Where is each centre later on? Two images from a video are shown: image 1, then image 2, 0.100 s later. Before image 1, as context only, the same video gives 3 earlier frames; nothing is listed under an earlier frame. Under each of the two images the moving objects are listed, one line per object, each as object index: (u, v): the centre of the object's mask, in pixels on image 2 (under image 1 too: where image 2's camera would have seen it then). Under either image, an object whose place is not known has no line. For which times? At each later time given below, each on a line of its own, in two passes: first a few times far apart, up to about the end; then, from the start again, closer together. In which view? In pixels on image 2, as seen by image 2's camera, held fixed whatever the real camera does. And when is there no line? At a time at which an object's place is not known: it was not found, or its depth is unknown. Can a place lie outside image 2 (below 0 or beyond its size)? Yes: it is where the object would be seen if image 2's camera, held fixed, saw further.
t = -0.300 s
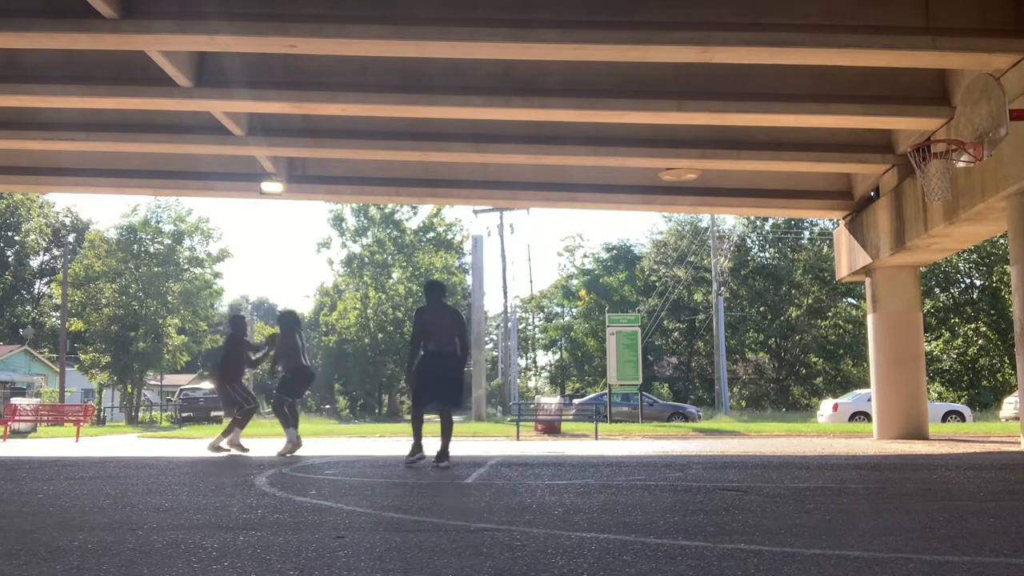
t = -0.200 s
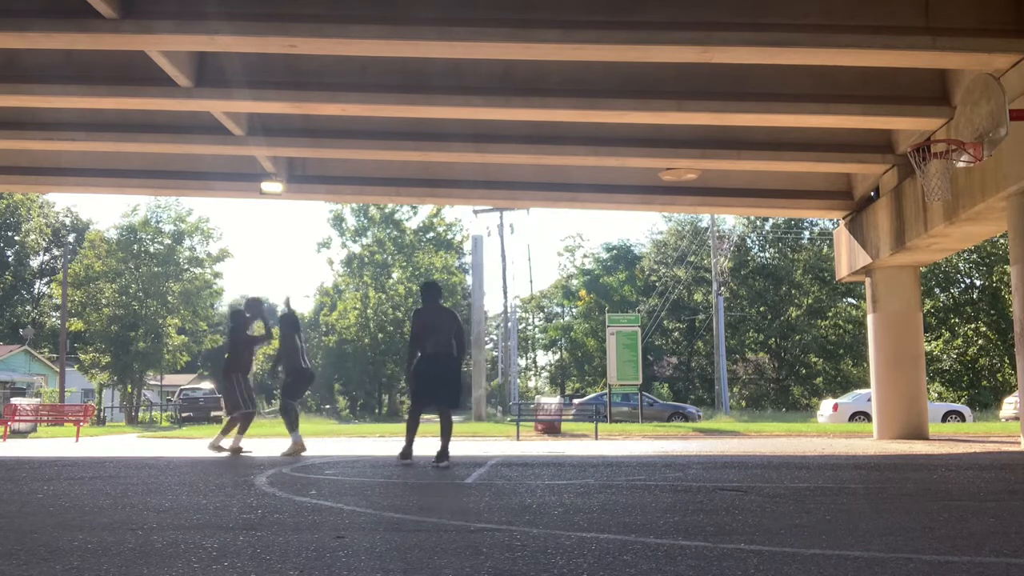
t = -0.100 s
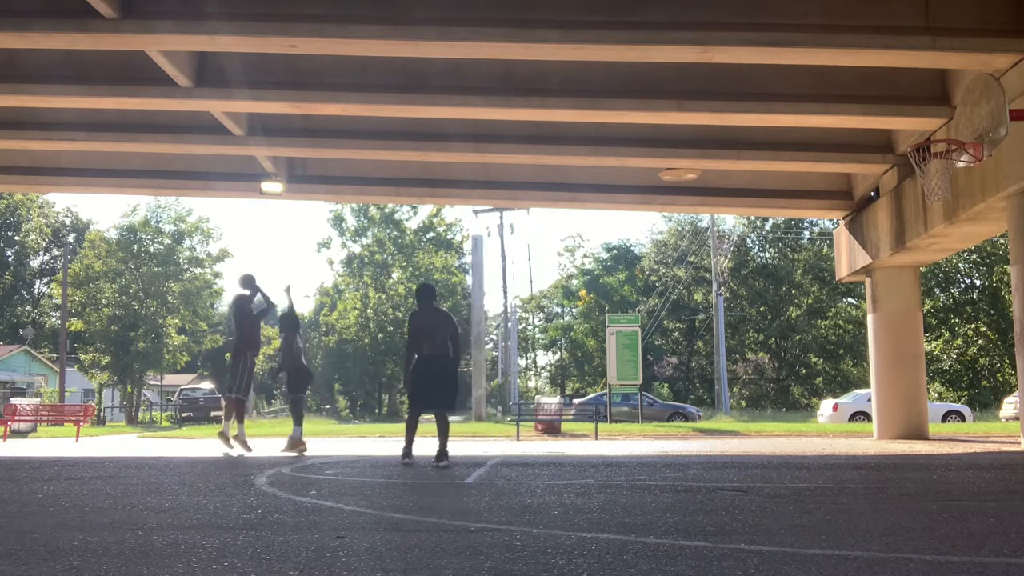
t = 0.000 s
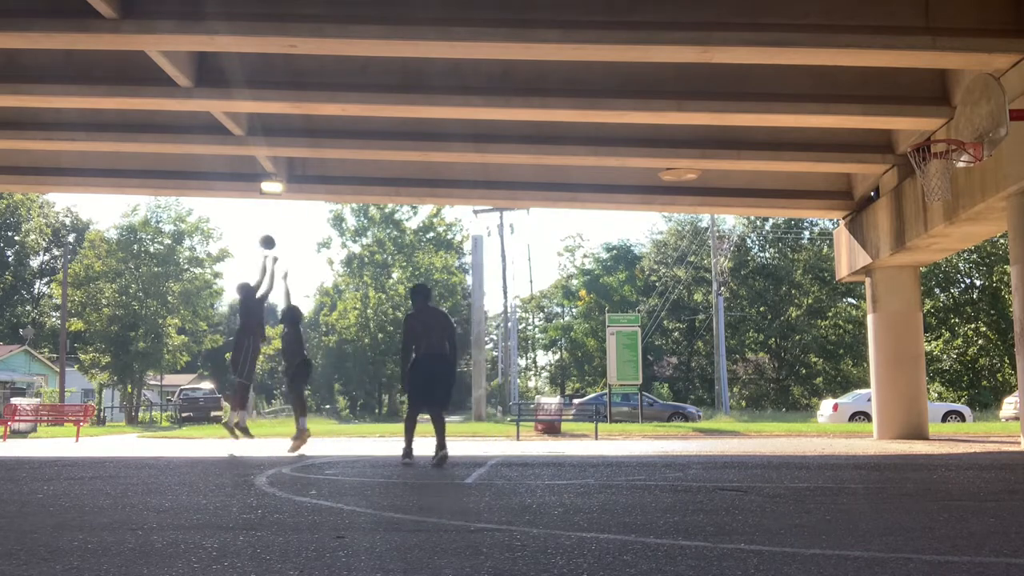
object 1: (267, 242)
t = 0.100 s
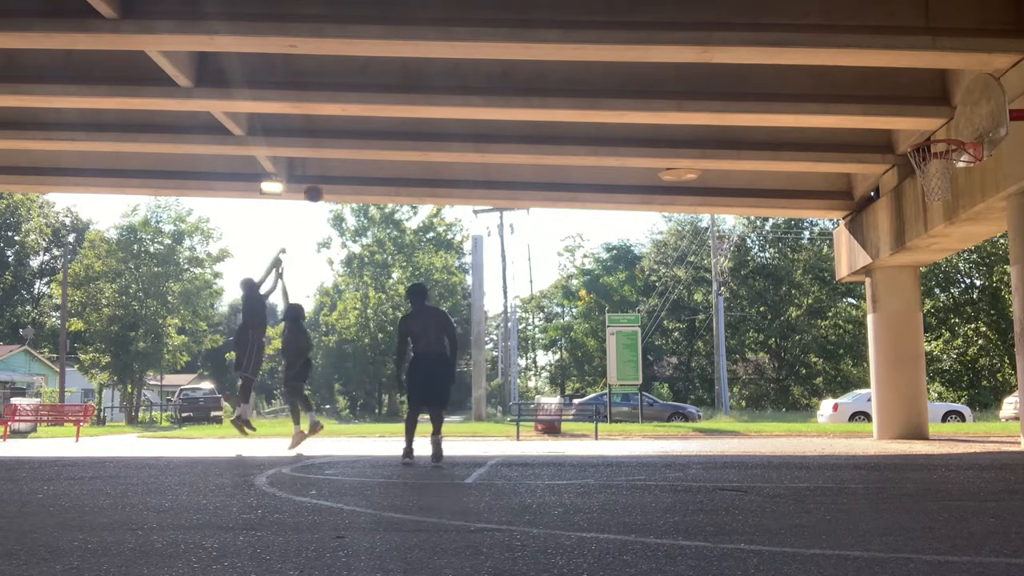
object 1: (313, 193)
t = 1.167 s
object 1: (949, 119)
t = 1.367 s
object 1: (923, 158)
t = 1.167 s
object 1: (949, 119)
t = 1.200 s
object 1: (976, 131)
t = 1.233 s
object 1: (971, 135)
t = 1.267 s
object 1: (958, 139)
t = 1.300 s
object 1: (946, 143)
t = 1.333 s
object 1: (934, 150)
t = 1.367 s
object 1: (923, 158)
